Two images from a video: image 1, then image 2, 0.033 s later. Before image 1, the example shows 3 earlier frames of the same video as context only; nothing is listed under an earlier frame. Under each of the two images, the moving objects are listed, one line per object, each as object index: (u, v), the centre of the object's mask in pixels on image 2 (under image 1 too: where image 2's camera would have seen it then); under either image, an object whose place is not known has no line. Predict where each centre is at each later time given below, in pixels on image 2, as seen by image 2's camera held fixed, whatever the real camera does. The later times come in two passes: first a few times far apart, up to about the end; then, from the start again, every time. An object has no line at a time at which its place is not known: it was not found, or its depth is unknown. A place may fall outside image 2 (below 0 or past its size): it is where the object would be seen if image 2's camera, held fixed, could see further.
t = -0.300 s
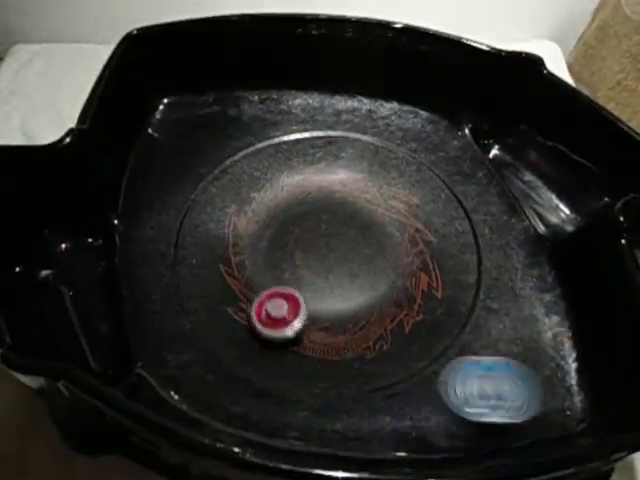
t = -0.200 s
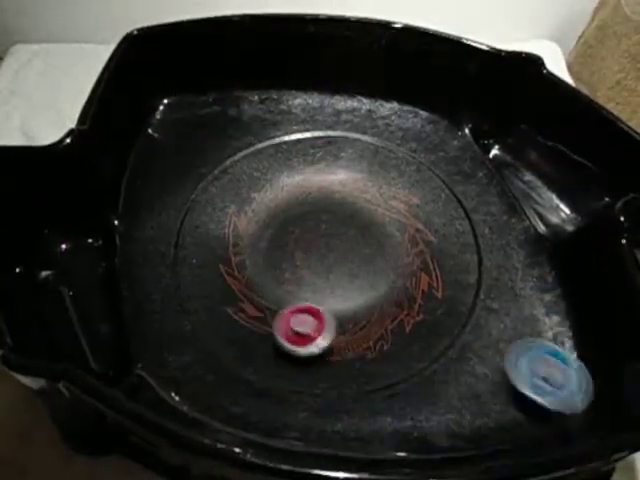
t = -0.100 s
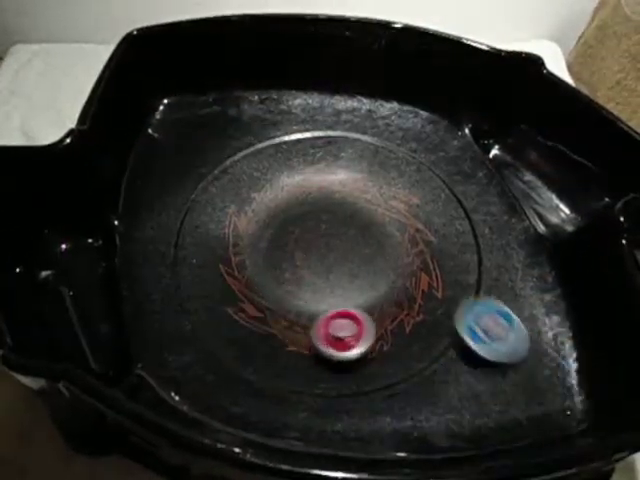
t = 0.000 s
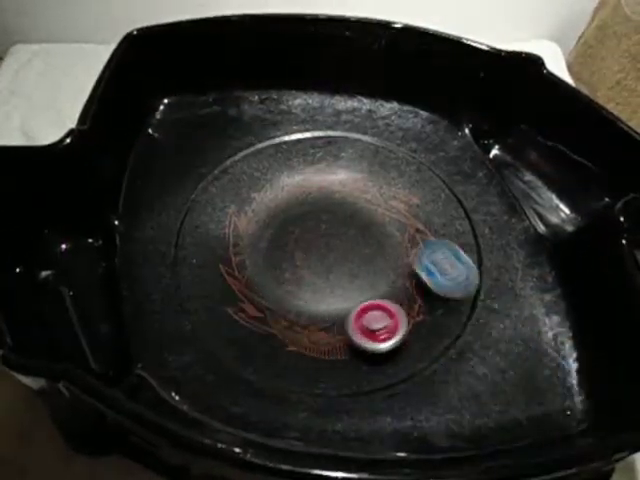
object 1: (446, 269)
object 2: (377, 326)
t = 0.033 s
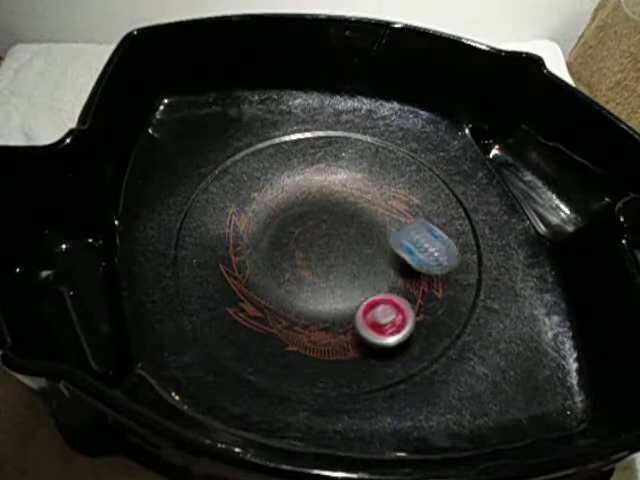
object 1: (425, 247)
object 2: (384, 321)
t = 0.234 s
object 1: (268, 201)
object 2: (384, 280)
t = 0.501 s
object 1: (207, 384)
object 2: (318, 296)
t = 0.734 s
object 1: (416, 303)
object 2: (279, 319)
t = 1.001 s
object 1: (269, 141)
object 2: (322, 309)
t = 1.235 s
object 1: (145, 228)
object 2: (290, 307)
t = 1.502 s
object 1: (357, 360)
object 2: (296, 282)
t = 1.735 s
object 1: (451, 202)
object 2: (255, 254)
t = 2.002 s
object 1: (262, 141)
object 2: (259, 293)
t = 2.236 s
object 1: (206, 308)
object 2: (311, 293)
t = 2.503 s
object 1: (469, 338)
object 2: (297, 258)
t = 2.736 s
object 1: (447, 174)
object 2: (287, 227)
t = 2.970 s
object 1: (259, 163)
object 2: (277, 211)
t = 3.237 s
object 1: (228, 347)
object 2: (276, 225)
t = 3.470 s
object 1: (447, 317)
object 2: (283, 216)
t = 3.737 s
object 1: (358, 157)
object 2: (299, 209)
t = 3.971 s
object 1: (195, 218)
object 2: (321, 208)
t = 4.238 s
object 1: (334, 380)
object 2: (349, 219)
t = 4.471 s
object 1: (465, 256)
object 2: (372, 237)
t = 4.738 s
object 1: (301, 155)
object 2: (396, 260)
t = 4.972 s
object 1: (191, 272)
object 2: (392, 256)
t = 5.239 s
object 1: (409, 363)
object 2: (390, 273)
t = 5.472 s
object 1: (440, 210)
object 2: (386, 286)
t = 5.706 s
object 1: (269, 168)
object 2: (376, 295)
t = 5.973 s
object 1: (210, 330)
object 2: (365, 303)
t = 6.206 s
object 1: (422, 348)
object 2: (352, 307)
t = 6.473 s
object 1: (396, 183)
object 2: (341, 309)
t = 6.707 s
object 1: (225, 199)
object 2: (324, 312)
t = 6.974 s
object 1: (261, 363)
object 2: (316, 311)
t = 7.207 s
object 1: (439, 314)
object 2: (305, 308)
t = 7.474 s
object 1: (353, 167)
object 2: (292, 302)
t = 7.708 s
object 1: (206, 225)
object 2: (282, 297)
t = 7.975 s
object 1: (310, 364)
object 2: (275, 291)
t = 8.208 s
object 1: (446, 269)
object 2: (270, 284)
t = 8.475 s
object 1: (311, 166)
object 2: (265, 274)
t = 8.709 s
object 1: (209, 263)
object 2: (264, 267)
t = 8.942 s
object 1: (347, 357)
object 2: (264, 254)
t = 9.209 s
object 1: (430, 222)
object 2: (273, 236)
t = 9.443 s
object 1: (285, 174)
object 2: (284, 231)
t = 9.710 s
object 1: (234, 314)
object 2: (298, 239)
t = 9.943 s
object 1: (404, 335)
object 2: (309, 254)
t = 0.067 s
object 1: (398, 228)
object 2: (390, 315)
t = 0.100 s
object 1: (372, 215)
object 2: (393, 307)
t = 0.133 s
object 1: (345, 206)
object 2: (394, 301)
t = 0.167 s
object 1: (320, 201)
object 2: (392, 292)
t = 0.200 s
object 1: (296, 199)
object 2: (389, 285)
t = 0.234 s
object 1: (268, 201)
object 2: (384, 280)
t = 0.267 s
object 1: (242, 209)
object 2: (379, 277)
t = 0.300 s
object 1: (212, 225)
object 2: (373, 276)
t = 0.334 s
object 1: (191, 245)
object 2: (367, 276)
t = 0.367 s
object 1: (174, 272)
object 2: (359, 279)
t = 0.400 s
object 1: (167, 304)
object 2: (350, 282)
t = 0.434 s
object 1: (164, 339)
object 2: (340, 286)
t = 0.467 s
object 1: (176, 367)
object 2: (330, 290)
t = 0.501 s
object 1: (207, 384)
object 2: (318, 296)
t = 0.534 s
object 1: (245, 399)
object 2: (305, 301)
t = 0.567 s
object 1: (283, 400)
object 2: (291, 307)
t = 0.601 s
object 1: (321, 393)
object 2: (283, 311)
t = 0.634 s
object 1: (355, 380)
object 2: (277, 314)
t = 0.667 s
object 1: (383, 359)
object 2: (275, 316)
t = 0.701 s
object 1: (404, 331)
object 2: (276, 318)
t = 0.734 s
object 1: (416, 303)
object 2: (279, 319)
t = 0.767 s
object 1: (421, 272)
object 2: (285, 319)
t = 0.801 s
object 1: (417, 242)
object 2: (292, 319)
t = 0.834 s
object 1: (407, 215)
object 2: (301, 318)
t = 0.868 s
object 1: (387, 190)
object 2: (309, 316)
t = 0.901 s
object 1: (362, 169)
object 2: (315, 314)
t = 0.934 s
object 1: (332, 156)
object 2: (319, 312)
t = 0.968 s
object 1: (299, 146)
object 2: (322, 310)
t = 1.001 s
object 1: (269, 141)
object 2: (322, 309)
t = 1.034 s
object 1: (239, 142)
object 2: (320, 308)
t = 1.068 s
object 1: (212, 149)
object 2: (316, 307)
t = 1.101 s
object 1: (185, 157)
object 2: (310, 307)
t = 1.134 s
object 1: (161, 167)
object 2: (304, 307)
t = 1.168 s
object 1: (143, 182)
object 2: (298, 308)
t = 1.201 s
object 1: (142, 202)
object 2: (293, 308)
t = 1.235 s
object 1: (145, 228)
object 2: (290, 307)
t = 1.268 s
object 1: (153, 254)
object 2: (287, 306)
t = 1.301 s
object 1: (168, 279)
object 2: (286, 305)
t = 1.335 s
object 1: (191, 303)
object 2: (286, 304)
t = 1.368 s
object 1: (221, 323)
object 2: (287, 303)
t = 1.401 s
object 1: (254, 337)
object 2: (290, 296)
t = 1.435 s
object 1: (285, 352)
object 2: (293, 292)
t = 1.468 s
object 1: (320, 360)
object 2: (296, 287)
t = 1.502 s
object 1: (357, 360)
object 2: (296, 282)
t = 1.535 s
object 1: (392, 350)
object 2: (294, 277)
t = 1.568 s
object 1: (422, 331)
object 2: (290, 273)
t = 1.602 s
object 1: (445, 308)
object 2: (285, 269)
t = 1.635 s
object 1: (459, 281)
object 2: (279, 265)
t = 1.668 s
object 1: (464, 254)
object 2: (272, 262)
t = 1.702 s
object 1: (461, 228)
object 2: (264, 258)
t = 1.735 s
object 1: (451, 202)
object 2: (255, 254)
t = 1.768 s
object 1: (436, 179)
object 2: (248, 253)
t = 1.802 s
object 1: (417, 161)
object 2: (242, 253)
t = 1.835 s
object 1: (396, 148)
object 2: (239, 257)
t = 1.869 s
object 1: (369, 137)
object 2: (238, 262)
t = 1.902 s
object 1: (343, 132)
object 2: (240, 269)
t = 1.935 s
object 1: (318, 130)
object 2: (244, 276)
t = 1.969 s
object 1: (288, 133)
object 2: (250, 285)
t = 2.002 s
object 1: (262, 141)
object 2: (259, 293)
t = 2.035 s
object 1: (239, 156)
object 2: (270, 298)
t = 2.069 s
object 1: (220, 175)
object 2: (282, 301)
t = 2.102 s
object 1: (204, 197)
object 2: (292, 302)
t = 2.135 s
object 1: (192, 222)
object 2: (301, 301)
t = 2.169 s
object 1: (189, 250)
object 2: (306, 299)
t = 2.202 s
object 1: (194, 279)
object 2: (310, 297)
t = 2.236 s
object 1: (206, 308)
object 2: (311, 293)
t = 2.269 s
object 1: (228, 335)
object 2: (311, 289)
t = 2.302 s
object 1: (255, 356)
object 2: (309, 285)
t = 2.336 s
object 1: (289, 372)
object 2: (308, 281)
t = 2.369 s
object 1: (327, 381)
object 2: (306, 276)
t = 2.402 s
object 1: (368, 381)
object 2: (304, 272)
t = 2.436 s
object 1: (410, 371)
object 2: (301, 267)
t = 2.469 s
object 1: (443, 357)
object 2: (299, 262)
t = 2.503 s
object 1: (469, 338)
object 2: (297, 258)
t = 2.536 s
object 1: (487, 316)
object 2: (295, 253)
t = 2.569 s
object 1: (498, 290)
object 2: (293, 249)
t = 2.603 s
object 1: (500, 265)
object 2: (292, 244)
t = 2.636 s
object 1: (495, 239)
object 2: (290, 239)
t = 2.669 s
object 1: (484, 214)
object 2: (289, 235)
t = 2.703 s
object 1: (467, 192)
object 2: (288, 231)
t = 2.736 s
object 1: (447, 174)
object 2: (287, 227)
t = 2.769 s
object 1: (421, 160)
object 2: (286, 223)
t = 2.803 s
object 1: (397, 150)
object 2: (285, 219)
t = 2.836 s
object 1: (369, 145)
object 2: (283, 215)
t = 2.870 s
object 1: (342, 145)
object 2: (282, 212)
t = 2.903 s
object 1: (312, 149)
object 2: (280, 209)
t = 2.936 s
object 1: (286, 157)
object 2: (279, 207)
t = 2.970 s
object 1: (259, 163)
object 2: (277, 211)
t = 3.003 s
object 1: (234, 173)
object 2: (277, 215)
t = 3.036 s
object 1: (215, 188)
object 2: (276, 220)
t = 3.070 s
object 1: (197, 207)
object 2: (276, 223)
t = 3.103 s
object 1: (183, 230)
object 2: (275, 225)
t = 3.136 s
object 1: (177, 255)
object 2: (275, 226)
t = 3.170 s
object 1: (182, 286)
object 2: (275, 227)
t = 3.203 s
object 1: (198, 318)
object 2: (275, 226)
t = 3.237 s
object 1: (228, 347)
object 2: (276, 225)
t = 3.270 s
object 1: (266, 368)
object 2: (276, 224)
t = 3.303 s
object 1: (304, 377)
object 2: (277, 223)
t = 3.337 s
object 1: (339, 379)
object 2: (278, 221)
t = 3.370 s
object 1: (373, 373)
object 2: (279, 219)
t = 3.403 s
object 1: (403, 360)
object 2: (280, 218)
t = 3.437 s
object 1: (428, 340)
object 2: (281, 217)
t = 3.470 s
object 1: (447, 317)
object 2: (283, 216)
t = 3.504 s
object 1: (458, 291)
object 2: (284, 214)
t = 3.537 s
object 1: (460, 265)
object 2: (286, 213)
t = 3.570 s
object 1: (455, 240)
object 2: (288, 213)
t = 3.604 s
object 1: (445, 218)
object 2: (290, 212)
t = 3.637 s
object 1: (429, 196)
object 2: (292, 211)
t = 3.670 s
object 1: (406, 178)
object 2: (294, 210)
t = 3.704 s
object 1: (382, 165)
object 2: (296, 210)
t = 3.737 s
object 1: (358, 157)
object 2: (299, 209)
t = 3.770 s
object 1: (329, 153)
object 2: (302, 208)
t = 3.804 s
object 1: (302, 154)
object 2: (304, 207)
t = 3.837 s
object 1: (275, 157)
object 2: (307, 207)
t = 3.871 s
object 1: (250, 165)
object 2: (310, 208)
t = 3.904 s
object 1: (228, 180)
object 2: (314, 207)
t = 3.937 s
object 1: (210, 197)
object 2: (317, 208)
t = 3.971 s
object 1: (195, 218)
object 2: (321, 208)
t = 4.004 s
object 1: (186, 242)
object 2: (324, 209)
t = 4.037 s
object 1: (184, 267)
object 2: (328, 210)
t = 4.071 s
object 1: (189, 293)
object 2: (331, 211)
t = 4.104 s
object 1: (201, 319)
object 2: (335, 212)
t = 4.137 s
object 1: (223, 344)
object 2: (338, 214)
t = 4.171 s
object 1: (259, 365)
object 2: (342, 215)
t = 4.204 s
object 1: (298, 377)
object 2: (345, 217)
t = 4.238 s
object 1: (334, 380)
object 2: (349, 219)
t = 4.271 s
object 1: (367, 377)
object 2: (352, 222)
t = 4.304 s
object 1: (398, 367)
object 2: (356, 224)
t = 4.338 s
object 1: (424, 350)
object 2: (359, 226)
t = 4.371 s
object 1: (445, 330)
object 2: (362, 229)
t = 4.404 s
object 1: (459, 307)
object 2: (366, 232)
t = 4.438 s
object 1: (466, 281)
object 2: (369, 234)
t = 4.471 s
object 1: (465, 256)
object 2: (372, 237)
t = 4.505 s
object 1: (458, 233)
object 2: (375, 240)
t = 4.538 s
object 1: (445, 210)
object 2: (378, 243)
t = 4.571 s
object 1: (428, 192)
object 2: (382, 247)
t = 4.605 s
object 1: (406, 176)
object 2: (385, 250)
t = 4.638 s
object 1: (382, 164)
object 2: (388, 253)
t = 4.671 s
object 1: (357, 158)
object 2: (392, 256)
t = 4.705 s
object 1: (329, 154)
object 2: (395, 258)
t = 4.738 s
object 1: (301, 155)
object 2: (396, 260)
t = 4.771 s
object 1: (277, 161)
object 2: (396, 260)
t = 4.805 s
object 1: (253, 170)
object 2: (396, 260)
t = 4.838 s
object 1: (231, 184)
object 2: (395, 259)
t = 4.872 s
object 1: (214, 202)
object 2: (394, 258)
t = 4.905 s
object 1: (199, 224)
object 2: (393, 257)
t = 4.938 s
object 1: (192, 247)
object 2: (392, 256)
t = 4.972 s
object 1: (191, 272)
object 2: (392, 256)
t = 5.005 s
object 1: (197, 297)
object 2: (391, 256)
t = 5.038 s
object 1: (208, 323)
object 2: (391, 257)
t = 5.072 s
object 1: (226, 345)
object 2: (391, 259)
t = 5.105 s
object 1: (255, 364)
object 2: (391, 261)
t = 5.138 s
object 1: (295, 377)
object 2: (391, 264)
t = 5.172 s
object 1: (336, 382)
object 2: (391, 267)
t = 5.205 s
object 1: (375, 376)
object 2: (391, 270)
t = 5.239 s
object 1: (409, 363)
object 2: (390, 273)
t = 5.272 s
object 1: (434, 346)
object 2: (390, 276)
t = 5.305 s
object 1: (451, 325)
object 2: (389, 279)
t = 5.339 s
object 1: (462, 302)
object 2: (389, 281)
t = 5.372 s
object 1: (466, 278)
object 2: (388, 283)
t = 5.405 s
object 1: (463, 253)
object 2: (388, 284)
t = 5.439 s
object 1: (454, 230)
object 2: (387, 285)
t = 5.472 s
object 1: (440, 210)
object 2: (386, 286)
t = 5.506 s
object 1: (421, 192)
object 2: (385, 287)
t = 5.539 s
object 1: (400, 178)
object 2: (384, 288)
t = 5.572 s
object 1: (378, 167)
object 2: (383, 289)
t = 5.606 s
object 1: (351, 160)
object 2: (381, 290)
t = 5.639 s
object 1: (321, 159)
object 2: (379, 292)
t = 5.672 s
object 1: (292, 161)
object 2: (378, 293)
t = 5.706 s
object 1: (269, 168)
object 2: (376, 295)
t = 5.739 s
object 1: (246, 179)
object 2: (375, 296)
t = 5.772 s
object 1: (226, 194)
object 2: (373, 298)
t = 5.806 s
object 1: (211, 211)
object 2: (372, 298)
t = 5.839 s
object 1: (198, 233)
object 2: (370, 300)
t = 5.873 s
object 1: (192, 257)
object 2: (369, 300)
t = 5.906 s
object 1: (192, 282)
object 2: (368, 301)
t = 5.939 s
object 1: (199, 306)
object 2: (366, 302)
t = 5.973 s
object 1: (210, 330)
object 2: (365, 303)
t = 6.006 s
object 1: (234, 352)
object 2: (363, 304)
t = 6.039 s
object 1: (269, 370)
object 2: (361, 304)
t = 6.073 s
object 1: (308, 378)
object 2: (360, 305)
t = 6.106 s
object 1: (341, 380)
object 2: (358, 306)
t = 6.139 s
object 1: (372, 375)
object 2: (356, 306)
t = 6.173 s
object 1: (399, 365)
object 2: (354, 307)
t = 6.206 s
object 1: (422, 348)
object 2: (352, 307)
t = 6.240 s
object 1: (440, 328)
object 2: (350, 308)
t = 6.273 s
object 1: (452, 305)
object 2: (350, 309)
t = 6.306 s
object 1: (457, 281)
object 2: (349, 309)
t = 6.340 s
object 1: (454, 258)
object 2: (348, 309)
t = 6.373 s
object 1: (446, 235)
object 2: (347, 309)
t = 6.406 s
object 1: (435, 216)
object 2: (345, 309)
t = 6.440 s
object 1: (417, 197)
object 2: (343, 309)
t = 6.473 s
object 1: (396, 183)
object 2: (341, 309)
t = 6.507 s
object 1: (372, 172)
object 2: (338, 310)
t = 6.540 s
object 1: (347, 165)
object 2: (336, 311)
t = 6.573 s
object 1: (318, 162)
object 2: (333, 311)
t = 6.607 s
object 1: (292, 165)
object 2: (331, 312)
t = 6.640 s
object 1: (265, 172)
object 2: (328, 312)
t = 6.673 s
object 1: (244, 184)
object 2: (326, 312)
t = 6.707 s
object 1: (225, 199)
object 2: (324, 312)
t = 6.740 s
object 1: (210, 217)
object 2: (323, 311)
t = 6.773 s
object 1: (199, 237)
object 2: (322, 311)
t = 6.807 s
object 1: (195, 260)
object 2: (321, 311)
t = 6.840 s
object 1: (197, 283)
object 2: (320, 311)
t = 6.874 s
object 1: (203, 307)
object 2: (319, 311)
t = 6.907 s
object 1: (217, 329)
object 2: (318, 311)
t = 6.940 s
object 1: (236, 348)
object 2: (317, 311)
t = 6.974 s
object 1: (261, 363)
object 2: (316, 311)
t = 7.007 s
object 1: (289, 372)
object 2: (315, 310)
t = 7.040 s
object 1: (320, 375)
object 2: (314, 310)
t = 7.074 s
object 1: (350, 373)
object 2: (312, 309)
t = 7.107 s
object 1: (379, 365)
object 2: (310, 309)
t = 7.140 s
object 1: (404, 352)
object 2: (309, 309)
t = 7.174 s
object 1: (425, 334)
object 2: (307, 309)
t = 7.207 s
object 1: (439, 314)
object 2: (305, 308)
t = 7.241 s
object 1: (448, 289)
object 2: (304, 308)
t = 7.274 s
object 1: (449, 267)
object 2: (303, 307)
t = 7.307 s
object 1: (445, 244)
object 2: (301, 306)
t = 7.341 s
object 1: (435, 223)
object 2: (300, 305)
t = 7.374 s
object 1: (420, 204)
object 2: (298, 304)
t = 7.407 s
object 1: (402, 189)
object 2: (295, 304)
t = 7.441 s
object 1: (380, 176)
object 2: (293, 303)
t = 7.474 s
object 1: (353, 167)
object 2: (292, 302)
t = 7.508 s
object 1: (326, 163)
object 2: (290, 301)
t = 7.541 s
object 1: (301, 164)
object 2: (288, 300)
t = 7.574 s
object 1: (276, 168)
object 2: (286, 299)
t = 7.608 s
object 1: (255, 177)
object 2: (285, 298)
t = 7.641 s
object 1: (235, 190)
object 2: (284, 298)
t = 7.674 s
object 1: (220, 206)
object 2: (283, 297)
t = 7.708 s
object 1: (206, 225)
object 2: (282, 297)
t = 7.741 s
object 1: (199, 246)
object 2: (282, 296)
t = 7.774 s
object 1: (199, 268)
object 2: (281, 295)
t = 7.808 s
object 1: (204, 292)
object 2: (281, 295)
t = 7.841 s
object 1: (215, 314)
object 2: (280, 294)
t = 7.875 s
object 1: (232, 334)
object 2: (279, 293)
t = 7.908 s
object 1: (255, 349)
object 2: (278, 292)
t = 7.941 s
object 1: (281, 359)
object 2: (277, 292)
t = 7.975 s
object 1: (310, 364)
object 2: (275, 291)
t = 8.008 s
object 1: (341, 364)
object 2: (275, 290)
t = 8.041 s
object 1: (369, 359)
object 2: (274, 289)
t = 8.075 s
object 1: (394, 348)
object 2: (273, 288)
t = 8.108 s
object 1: (416, 332)
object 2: (273, 287)
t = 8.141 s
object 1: (432, 314)
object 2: (272, 286)
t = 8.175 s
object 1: (442, 292)
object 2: (271, 285)
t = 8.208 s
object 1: (446, 269)
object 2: (270, 284)
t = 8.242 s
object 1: (443, 247)
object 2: (269, 284)
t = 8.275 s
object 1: (435, 226)
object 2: (268, 282)
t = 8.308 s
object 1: (421, 207)
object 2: (268, 281)
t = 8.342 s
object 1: (404, 191)
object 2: (268, 279)
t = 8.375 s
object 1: (383, 179)
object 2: (267, 278)
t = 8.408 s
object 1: (361, 170)
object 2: (266, 277)
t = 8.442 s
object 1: (337, 165)
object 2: (266, 275)
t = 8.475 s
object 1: (311, 166)
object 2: (265, 274)
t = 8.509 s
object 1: (287, 169)
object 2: (264, 273)
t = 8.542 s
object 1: (266, 176)
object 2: (263, 272)
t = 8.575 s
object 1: (247, 188)
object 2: (263, 271)
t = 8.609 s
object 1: (231, 203)
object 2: (263, 270)
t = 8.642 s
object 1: (218, 222)
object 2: (263, 270)
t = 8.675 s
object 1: (209, 243)
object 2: (263, 268)
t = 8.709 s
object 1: (209, 263)
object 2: (264, 267)
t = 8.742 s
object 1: (214, 285)
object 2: (265, 265)
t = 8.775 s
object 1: (224, 307)
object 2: (264, 264)
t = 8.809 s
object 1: (240, 327)
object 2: (264, 263)
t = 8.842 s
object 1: (262, 342)
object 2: (264, 261)
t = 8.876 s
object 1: (289, 352)
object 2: (264, 259)
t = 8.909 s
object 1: (318, 357)
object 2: (264, 256)
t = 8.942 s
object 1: (347, 357)
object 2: (264, 254)
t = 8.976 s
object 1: (375, 351)
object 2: (264, 251)
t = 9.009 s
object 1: (399, 339)
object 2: (265, 248)
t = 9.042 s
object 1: (419, 324)
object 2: (266, 246)
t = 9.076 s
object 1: (434, 305)
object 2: (267, 243)
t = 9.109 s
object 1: (442, 283)
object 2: (268, 241)
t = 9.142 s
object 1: (443, 262)
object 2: (270, 239)
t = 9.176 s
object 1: (439, 241)
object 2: (271, 237)
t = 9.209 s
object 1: (430, 222)
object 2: (273, 236)
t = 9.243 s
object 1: (416, 205)
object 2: (274, 234)
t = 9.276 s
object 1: (398, 190)
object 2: (276, 233)
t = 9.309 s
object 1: (378, 179)
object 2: (278, 232)
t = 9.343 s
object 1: (356, 172)
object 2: (280, 232)
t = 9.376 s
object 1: (333, 169)
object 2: (281, 231)
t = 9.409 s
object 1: (308, 170)
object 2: (283, 231)
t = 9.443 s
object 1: (285, 174)
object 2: (284, 231)
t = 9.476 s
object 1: (264, 183)
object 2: (286, 231)
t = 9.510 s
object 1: (246, 196)
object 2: (288, 232)
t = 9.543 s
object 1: (231, 213)
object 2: (289, 232)
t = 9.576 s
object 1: (221, 231)
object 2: (291, 233)
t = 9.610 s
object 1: (215, 252)
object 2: (293, 235)
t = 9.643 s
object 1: (217, 272)
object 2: (294, 236)
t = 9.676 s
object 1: (222, 293)
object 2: (296, 237)
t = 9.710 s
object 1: (234, 314)
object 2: (298, 239)
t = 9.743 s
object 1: (251, 332)
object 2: (299, 241)
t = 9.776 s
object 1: (274, 346)
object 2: (301, 243)
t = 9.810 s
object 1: (300, 354)
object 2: (303, 245)
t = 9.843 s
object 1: (328, 357)
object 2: (304, 247)
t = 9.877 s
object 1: (356, 355)
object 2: (306, 249)
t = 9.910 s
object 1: (382, 348)
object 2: (307, 251)
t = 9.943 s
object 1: (404, 335)
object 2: (309, 254)
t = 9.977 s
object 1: (422, 319)
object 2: (310, 257)
